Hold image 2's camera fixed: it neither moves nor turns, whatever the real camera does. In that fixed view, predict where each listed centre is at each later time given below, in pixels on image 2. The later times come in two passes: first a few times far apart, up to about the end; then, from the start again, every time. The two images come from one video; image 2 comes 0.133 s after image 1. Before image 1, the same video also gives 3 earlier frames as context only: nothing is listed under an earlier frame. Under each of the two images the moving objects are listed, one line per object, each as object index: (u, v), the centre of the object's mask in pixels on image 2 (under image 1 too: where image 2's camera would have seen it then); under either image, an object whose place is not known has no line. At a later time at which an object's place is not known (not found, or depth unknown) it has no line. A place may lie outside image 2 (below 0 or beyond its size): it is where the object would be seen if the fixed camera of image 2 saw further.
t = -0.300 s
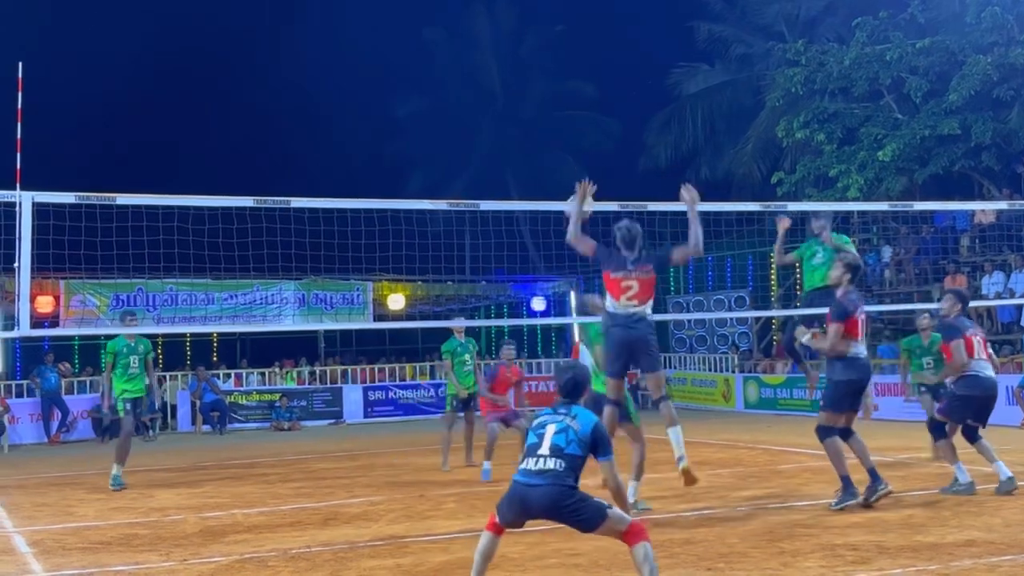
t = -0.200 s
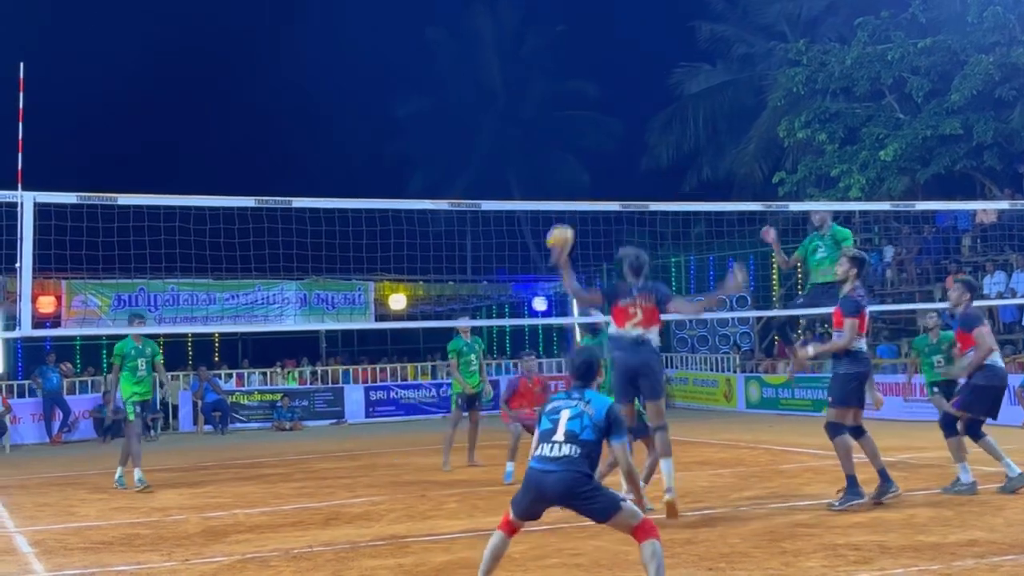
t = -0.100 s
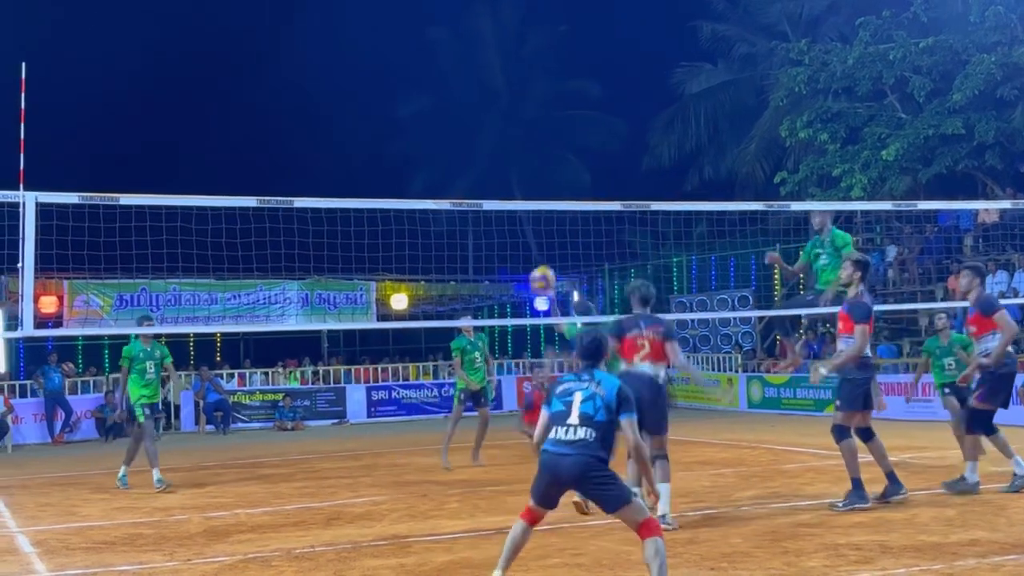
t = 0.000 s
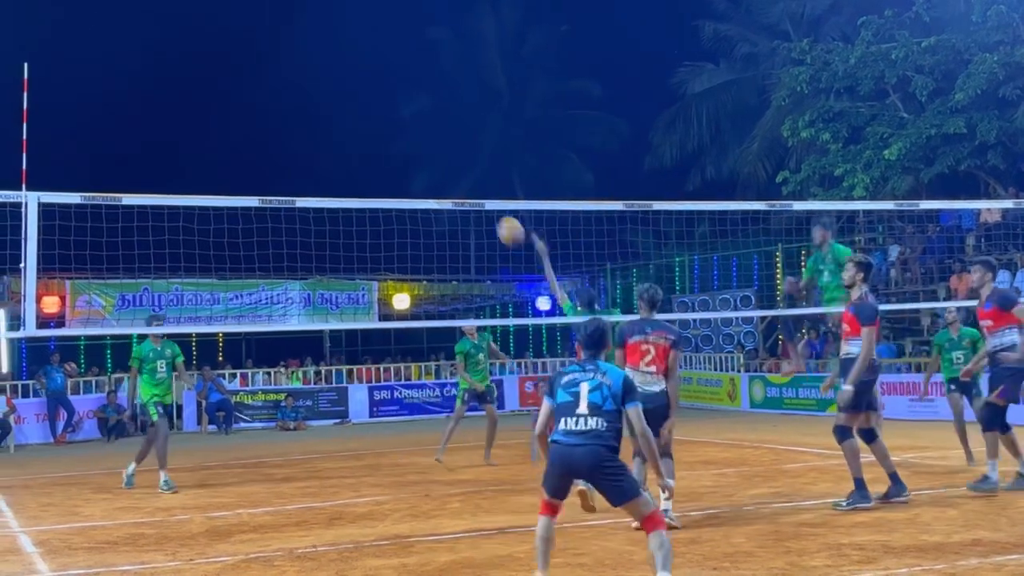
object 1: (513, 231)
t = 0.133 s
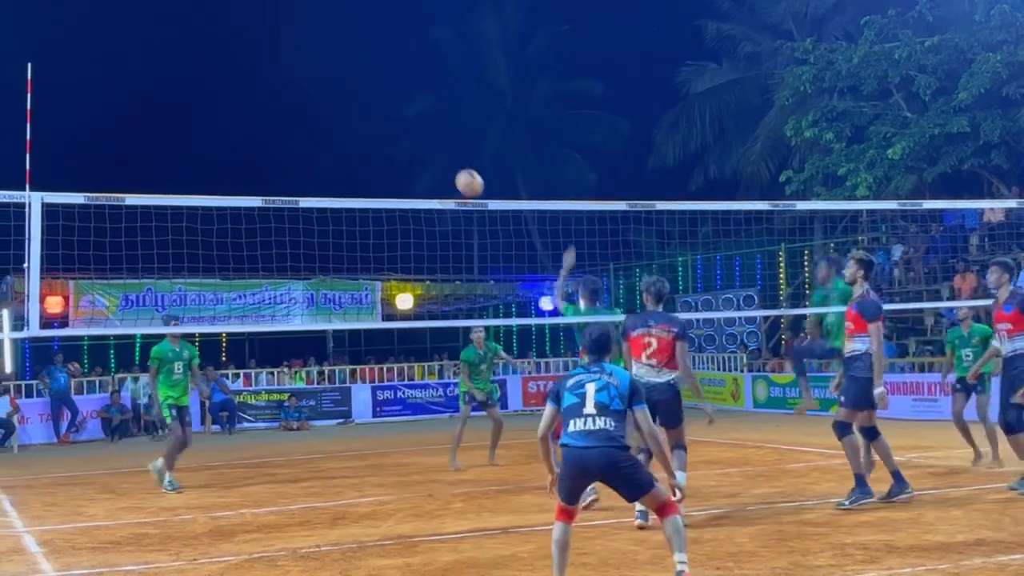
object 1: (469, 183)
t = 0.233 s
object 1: (437, 159)
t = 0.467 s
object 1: (369, 150)
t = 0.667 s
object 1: (314, 187)
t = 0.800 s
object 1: (281, 239)
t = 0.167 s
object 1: (458, 173)
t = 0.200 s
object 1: (448, 165)
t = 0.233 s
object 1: (437, 159)
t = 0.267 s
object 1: (427, 154)
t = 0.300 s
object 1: (417, 151)
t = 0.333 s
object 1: (408, 149)
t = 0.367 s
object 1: (397, 147)
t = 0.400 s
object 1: (388, 147)
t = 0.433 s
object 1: (378, 148)
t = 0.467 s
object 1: (369, 150)
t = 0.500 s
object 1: (359, 154)
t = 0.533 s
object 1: (350, 159)
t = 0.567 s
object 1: (341, 165)
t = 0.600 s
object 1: (332, 172)
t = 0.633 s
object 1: (323, 180)
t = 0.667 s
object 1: (314, 187)
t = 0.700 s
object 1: (306, 193)
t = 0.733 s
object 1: (297, 215)
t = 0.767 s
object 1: (289, 225)
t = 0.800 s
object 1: (281, 239)
